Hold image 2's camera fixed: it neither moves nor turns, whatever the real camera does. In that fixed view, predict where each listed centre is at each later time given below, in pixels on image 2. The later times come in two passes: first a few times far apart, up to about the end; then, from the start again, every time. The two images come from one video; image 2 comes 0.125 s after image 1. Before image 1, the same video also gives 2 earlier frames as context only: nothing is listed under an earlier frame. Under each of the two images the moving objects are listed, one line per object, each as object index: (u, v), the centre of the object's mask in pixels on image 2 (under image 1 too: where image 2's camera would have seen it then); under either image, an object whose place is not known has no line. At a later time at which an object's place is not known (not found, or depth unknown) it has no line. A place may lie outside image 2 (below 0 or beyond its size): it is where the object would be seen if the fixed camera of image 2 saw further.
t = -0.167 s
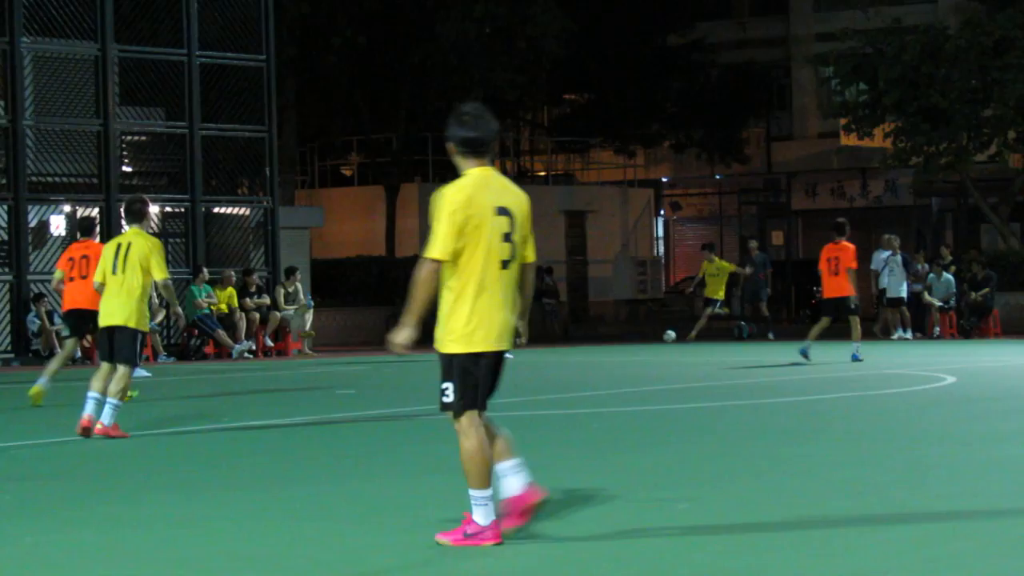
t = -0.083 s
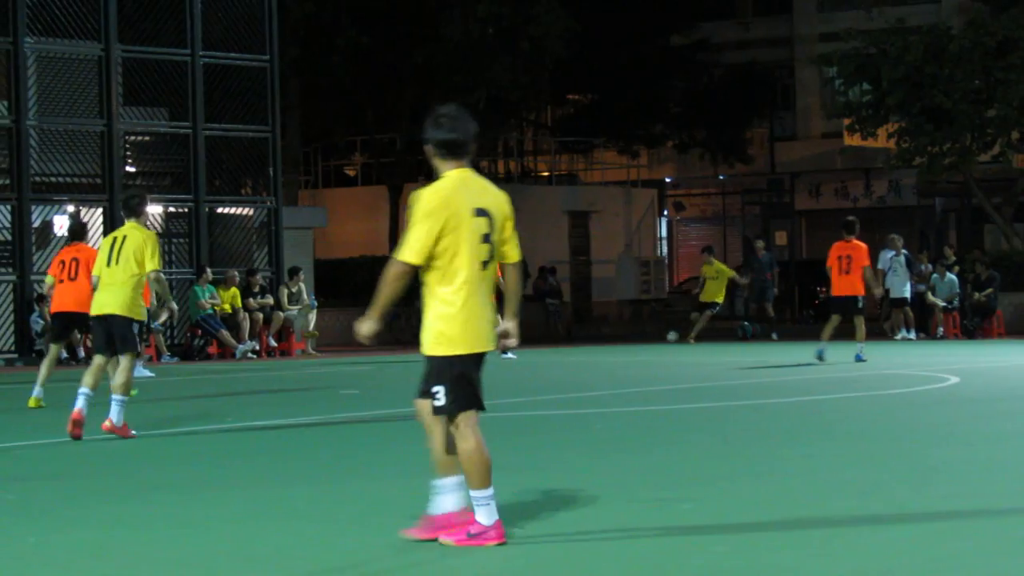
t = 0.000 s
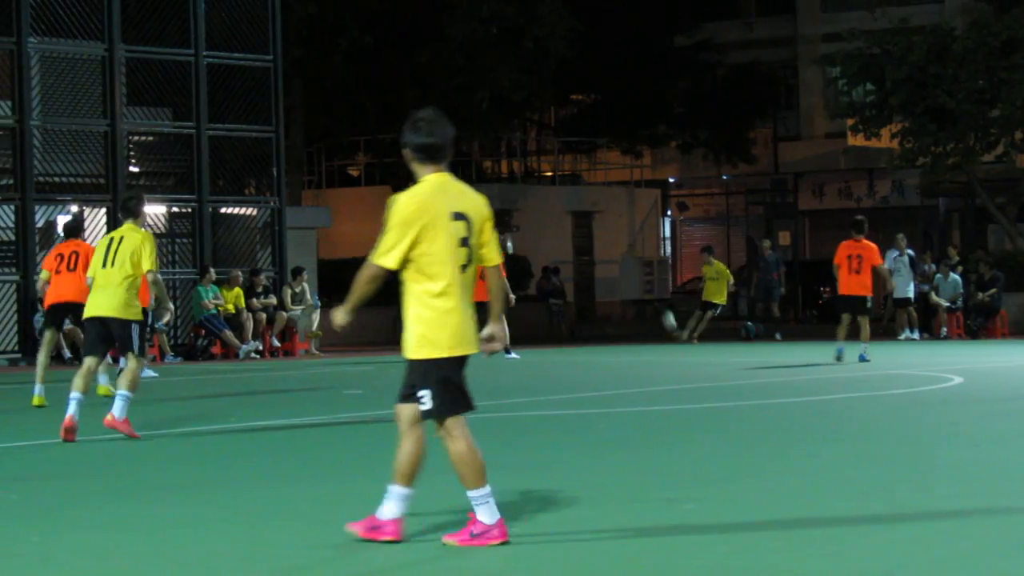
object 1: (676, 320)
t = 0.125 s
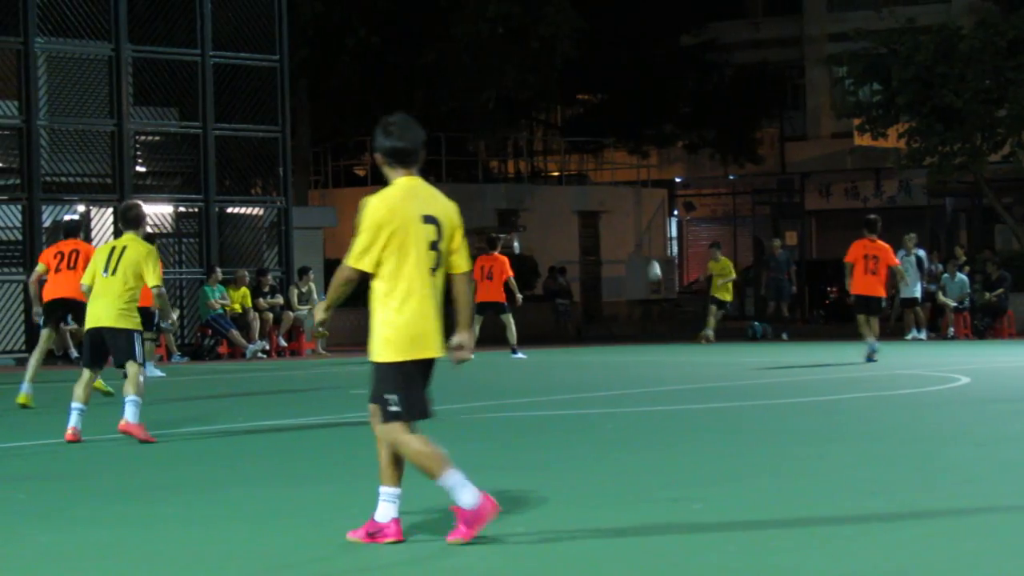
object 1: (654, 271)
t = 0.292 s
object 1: (630, 207)
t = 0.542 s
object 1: (601, 122)
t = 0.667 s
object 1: (591, 86)
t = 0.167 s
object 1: (647, 254)
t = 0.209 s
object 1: (641, 238)
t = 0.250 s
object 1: (636, 222)
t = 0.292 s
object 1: (630, 207)
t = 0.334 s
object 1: (625, 192)
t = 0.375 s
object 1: (619, 176)
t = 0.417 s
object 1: (615, 161)
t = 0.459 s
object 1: (610, 148)
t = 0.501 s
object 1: (605, 135)
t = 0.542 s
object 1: (601, 122)
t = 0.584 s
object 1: (597, 109)
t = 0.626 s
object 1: (594, 98)
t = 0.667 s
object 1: (591, 86)
